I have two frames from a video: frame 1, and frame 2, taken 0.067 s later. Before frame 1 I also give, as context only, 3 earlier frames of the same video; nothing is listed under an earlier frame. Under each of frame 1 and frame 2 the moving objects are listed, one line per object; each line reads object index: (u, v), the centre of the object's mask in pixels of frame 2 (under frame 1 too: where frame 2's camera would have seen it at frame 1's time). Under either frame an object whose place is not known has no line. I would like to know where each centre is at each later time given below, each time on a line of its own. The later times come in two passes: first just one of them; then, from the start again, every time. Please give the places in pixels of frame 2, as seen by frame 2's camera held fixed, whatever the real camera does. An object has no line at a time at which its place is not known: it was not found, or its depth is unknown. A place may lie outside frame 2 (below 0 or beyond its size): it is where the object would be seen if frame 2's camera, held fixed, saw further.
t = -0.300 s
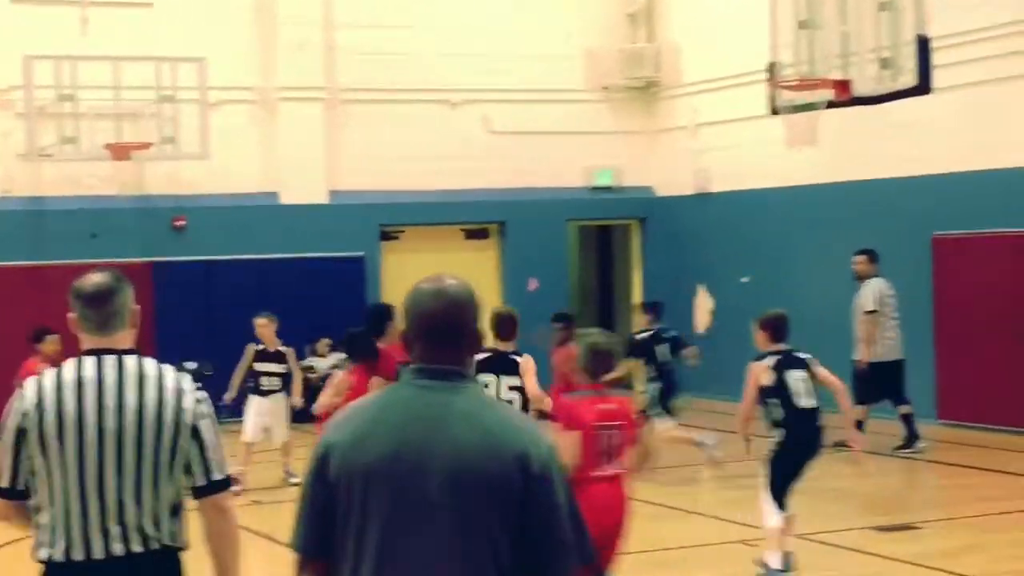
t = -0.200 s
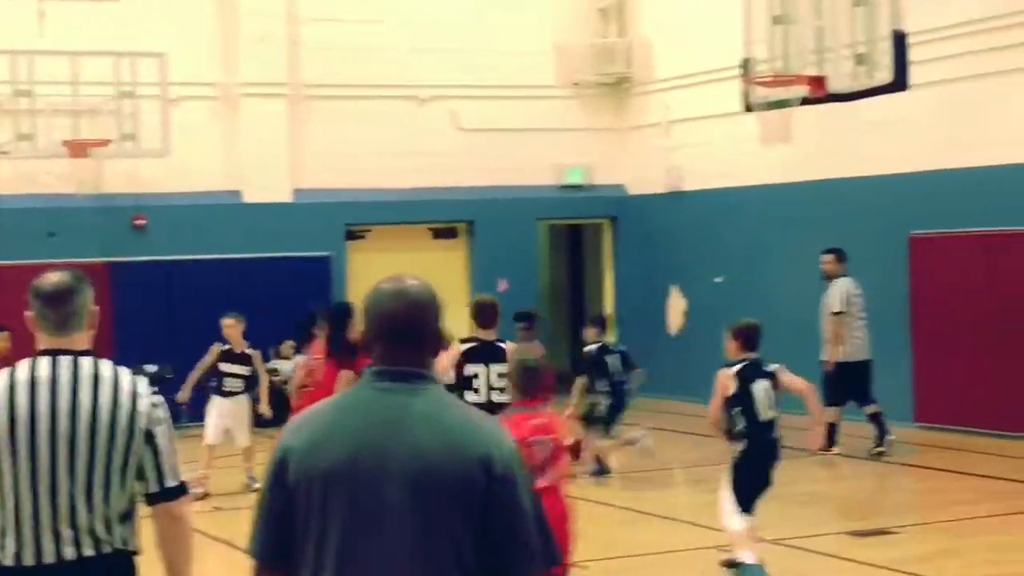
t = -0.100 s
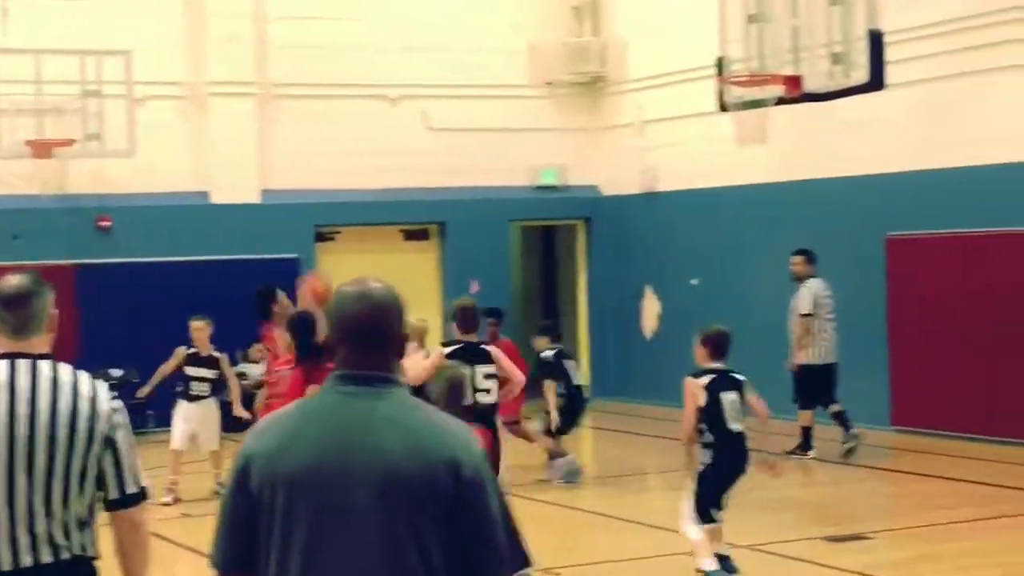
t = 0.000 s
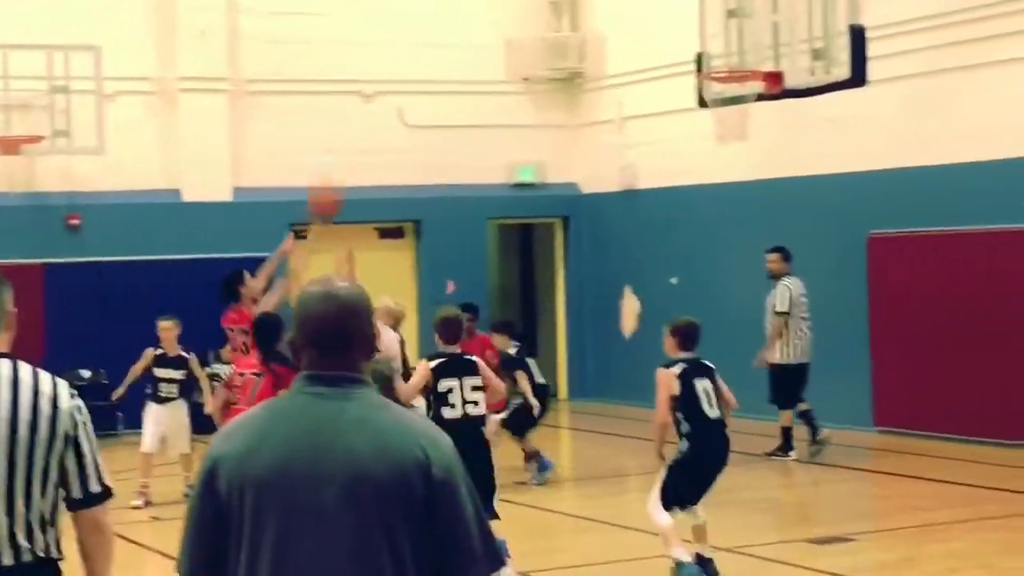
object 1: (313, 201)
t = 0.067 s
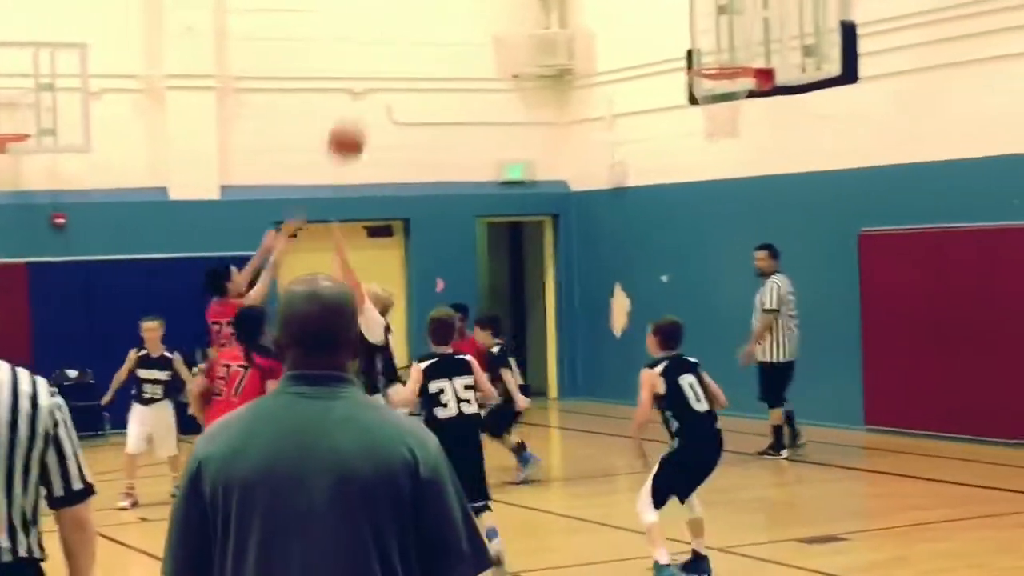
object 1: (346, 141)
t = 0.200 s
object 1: (412, 51)
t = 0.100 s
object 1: (363, 115)
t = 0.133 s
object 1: (379, 93)
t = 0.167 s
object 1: (397, 69)
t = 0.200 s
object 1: (412, 51)
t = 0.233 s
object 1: (428, 34)
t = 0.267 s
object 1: (443, 21)
